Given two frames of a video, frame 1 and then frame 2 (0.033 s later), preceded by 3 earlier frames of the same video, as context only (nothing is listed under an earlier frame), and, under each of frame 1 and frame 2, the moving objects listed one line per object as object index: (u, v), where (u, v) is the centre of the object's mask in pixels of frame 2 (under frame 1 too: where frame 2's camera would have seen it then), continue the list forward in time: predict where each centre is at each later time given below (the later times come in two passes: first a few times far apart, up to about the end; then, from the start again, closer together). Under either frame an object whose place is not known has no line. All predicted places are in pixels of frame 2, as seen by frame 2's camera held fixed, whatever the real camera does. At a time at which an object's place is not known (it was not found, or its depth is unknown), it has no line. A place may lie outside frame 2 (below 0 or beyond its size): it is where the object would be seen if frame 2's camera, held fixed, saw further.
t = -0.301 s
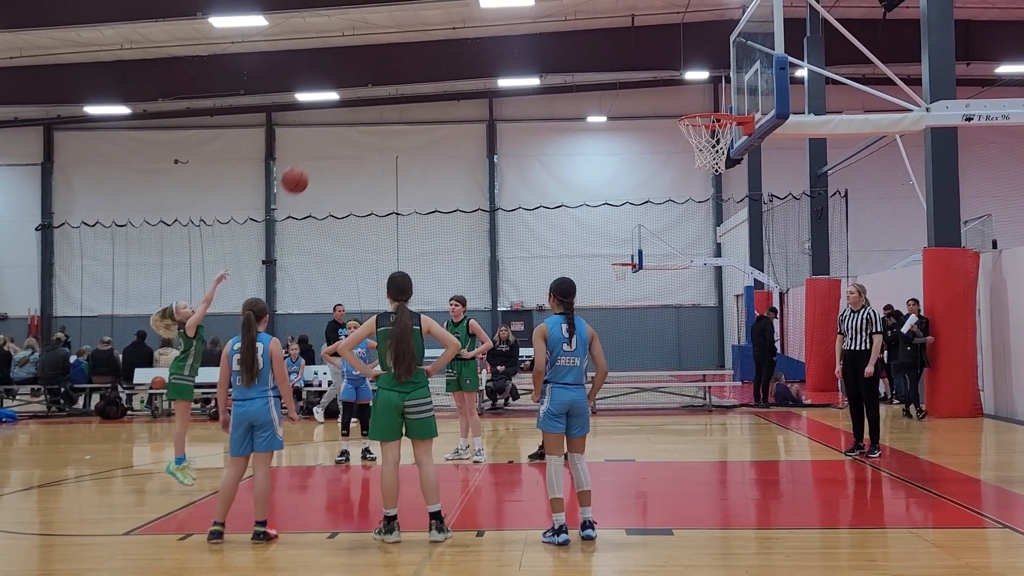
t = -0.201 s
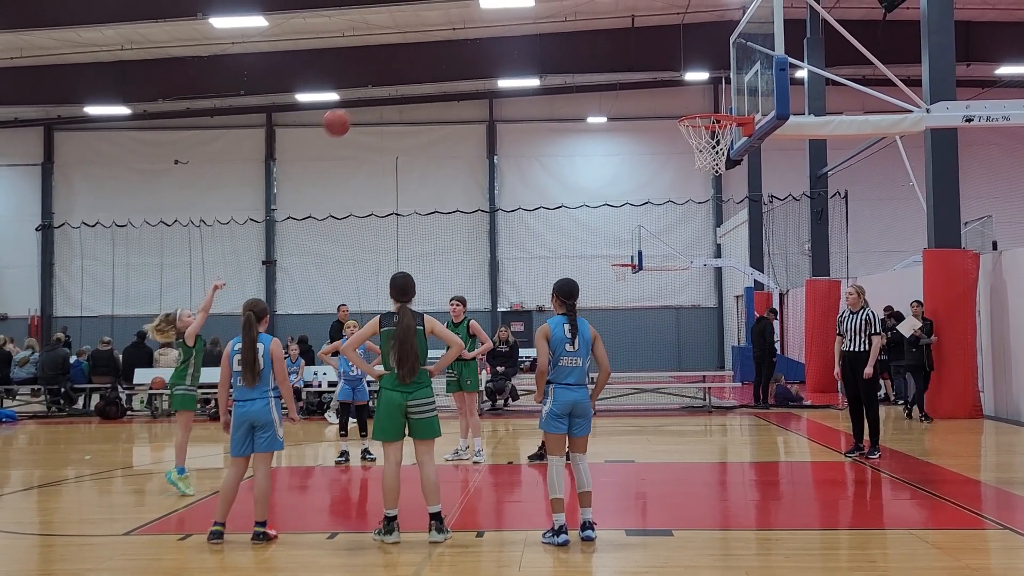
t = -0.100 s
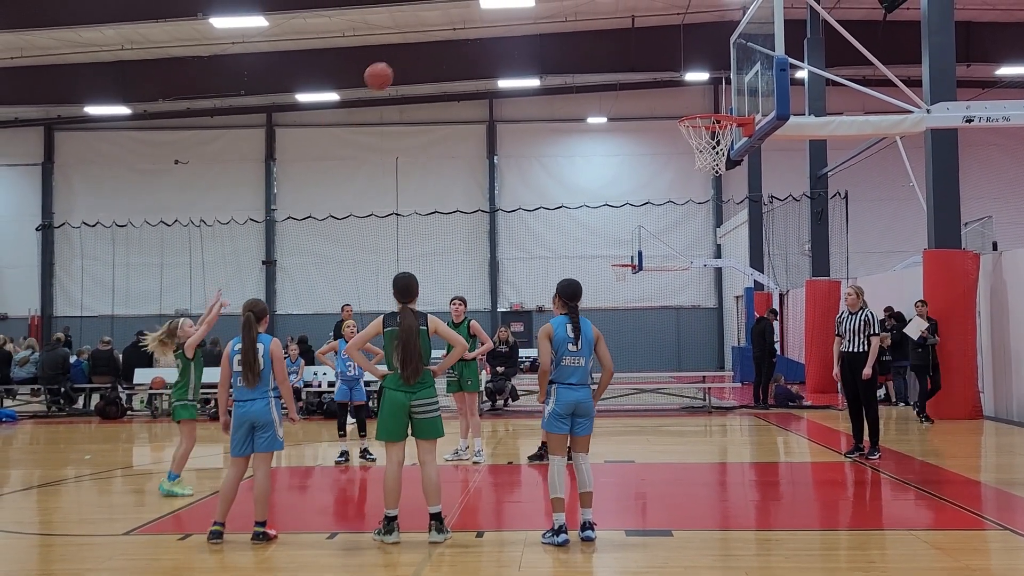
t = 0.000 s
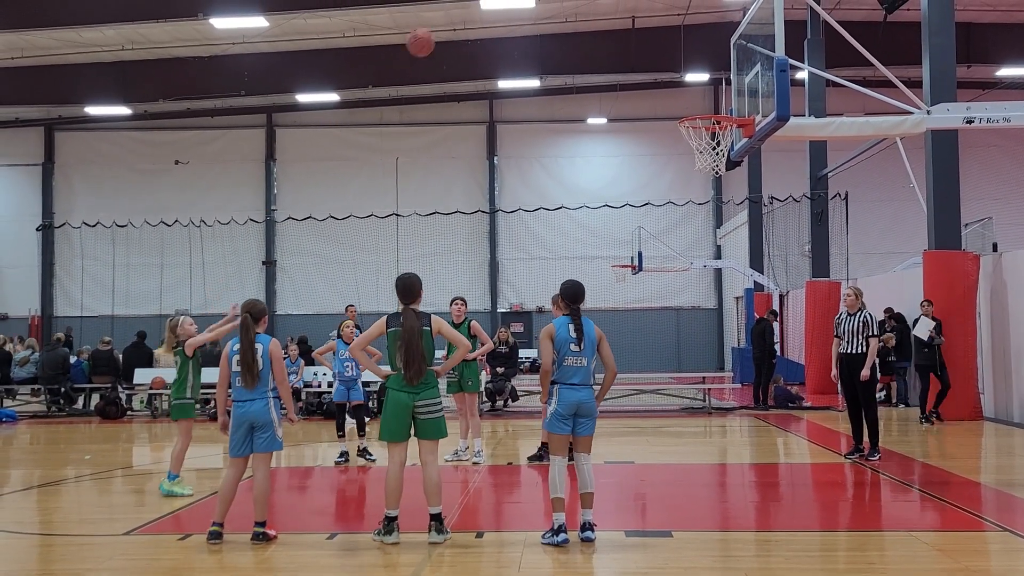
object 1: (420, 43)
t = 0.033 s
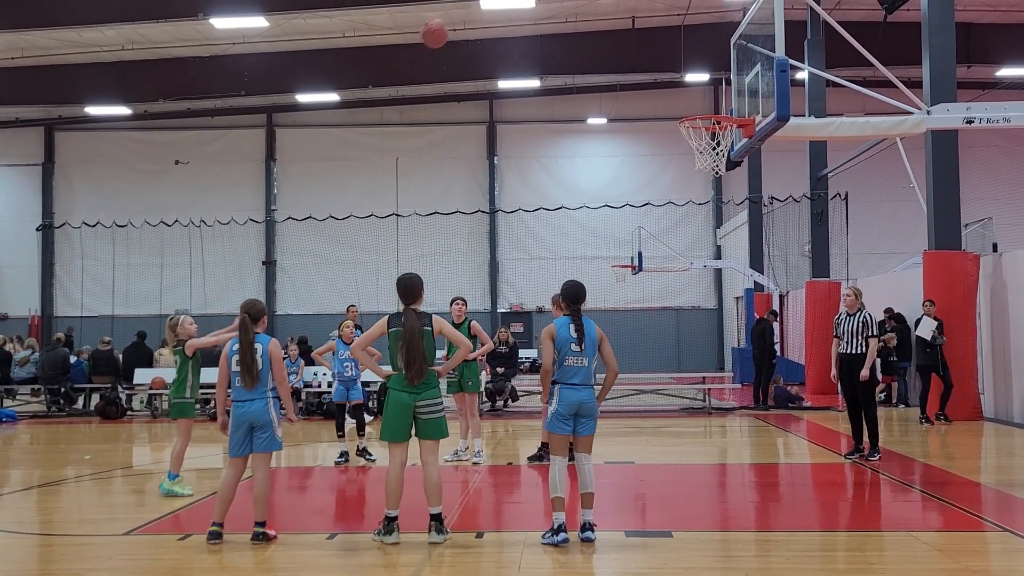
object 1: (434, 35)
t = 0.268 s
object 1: (532, 8)
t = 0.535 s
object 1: (642, 50)
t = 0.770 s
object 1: (730, 147)
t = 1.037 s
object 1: (728, 222)
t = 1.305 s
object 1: (727, 382)
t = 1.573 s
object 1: (702, 401)
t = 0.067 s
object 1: (448, 26)
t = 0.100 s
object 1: (462, 20)
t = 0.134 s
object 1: (475, 15)
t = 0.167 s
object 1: (489, 11)
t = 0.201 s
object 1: (503, 10)
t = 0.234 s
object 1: (517, 9)
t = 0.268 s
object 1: (532, 8)
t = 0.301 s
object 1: (545, 9)
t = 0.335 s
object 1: (558, 10)
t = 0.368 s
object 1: (572, 13)
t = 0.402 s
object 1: (586, 19)
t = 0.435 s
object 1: (600, 25)
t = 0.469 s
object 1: (614, 32)
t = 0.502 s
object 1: (628, 41)
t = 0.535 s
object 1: (642, 50)
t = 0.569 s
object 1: (656, 61)
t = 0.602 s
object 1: (669, 73)
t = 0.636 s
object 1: (683, 88)
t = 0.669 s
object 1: (698, 102)
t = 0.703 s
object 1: (710, 115)
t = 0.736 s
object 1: (724, 135)
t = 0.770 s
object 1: (730, 147)
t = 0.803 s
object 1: (729, 161)
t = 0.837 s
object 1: (730, 161)
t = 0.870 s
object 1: (730, 167)
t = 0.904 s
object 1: (729, 175)
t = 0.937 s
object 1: (729, 185)
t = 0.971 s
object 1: (728, 197)
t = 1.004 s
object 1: (728, 209)
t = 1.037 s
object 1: (728, 222)
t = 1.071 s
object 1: (727, 238)
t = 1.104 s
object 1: (727, 254)
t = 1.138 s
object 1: (727, 273)
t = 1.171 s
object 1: (727, 292)
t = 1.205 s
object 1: (727, 312)
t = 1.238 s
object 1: (726, 334)
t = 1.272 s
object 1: (726, 358)
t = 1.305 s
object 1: (727, 382)
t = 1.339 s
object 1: (727, 408)
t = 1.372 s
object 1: (727, 436)
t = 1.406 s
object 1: (727, 464)
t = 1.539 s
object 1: (708, 417)
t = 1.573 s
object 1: (702, 401)
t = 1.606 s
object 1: (696, 384)
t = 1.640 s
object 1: (691, 370)
